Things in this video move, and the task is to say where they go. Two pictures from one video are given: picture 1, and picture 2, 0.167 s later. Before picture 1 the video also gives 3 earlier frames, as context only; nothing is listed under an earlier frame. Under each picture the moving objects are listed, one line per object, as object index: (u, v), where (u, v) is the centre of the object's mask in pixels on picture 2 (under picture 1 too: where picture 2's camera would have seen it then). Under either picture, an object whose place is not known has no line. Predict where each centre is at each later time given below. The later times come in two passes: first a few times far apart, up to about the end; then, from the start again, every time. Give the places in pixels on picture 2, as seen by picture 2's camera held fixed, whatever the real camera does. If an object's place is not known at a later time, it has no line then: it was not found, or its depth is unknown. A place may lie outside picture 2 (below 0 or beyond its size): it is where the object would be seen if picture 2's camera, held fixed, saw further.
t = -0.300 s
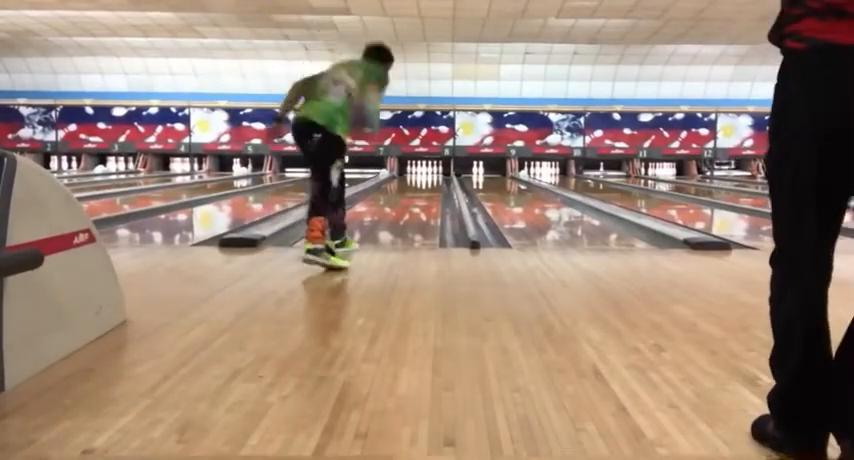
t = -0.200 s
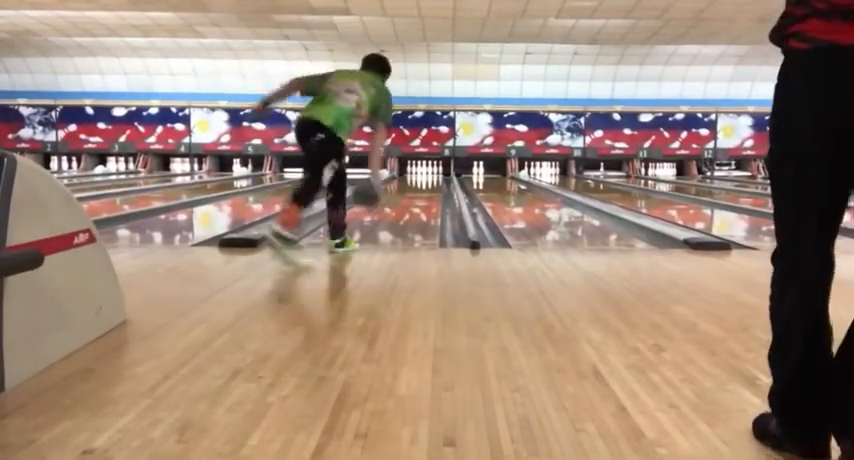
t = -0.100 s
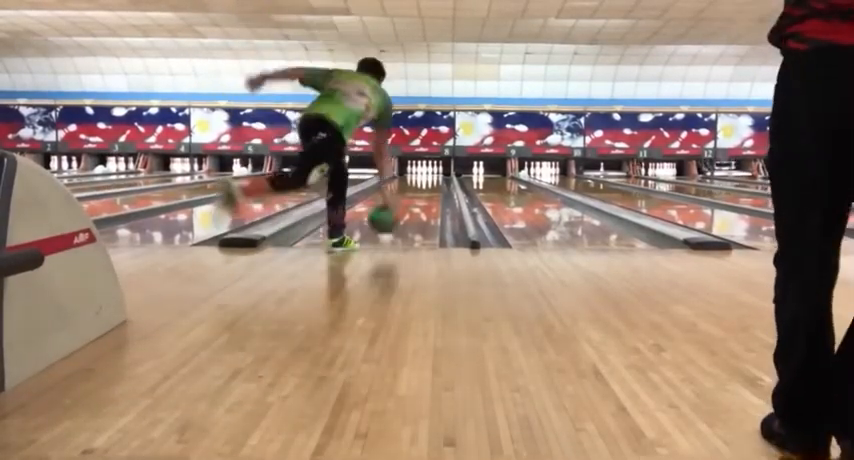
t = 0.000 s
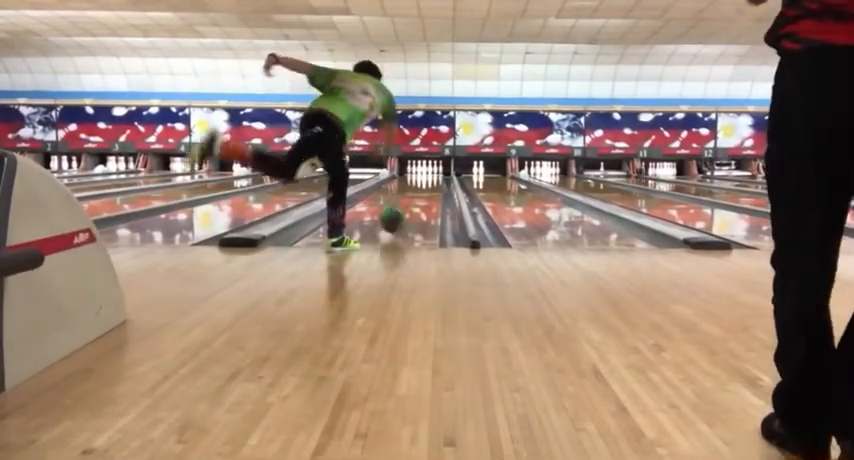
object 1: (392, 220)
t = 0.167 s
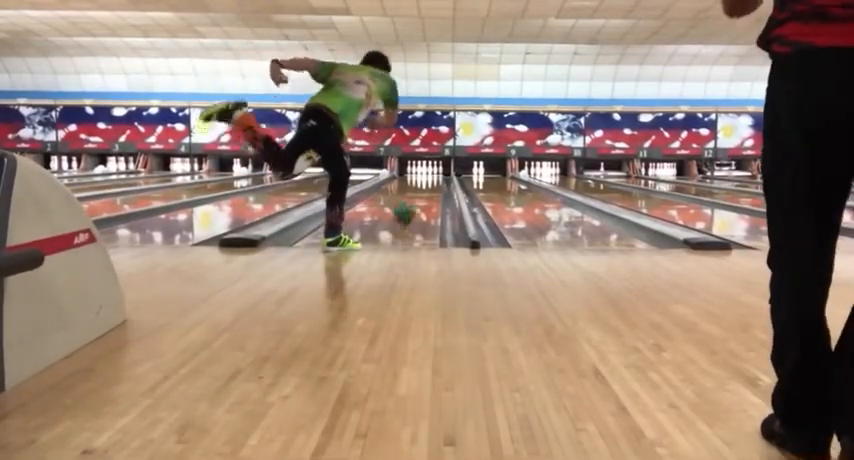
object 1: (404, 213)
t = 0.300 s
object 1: (411, 207)
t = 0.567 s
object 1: (423, 197)
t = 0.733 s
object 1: (426, 192)
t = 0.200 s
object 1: (406, 212)
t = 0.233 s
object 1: (408, 210)
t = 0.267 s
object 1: (409, 208)
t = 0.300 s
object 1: (411, 207)
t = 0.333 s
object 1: (413, 206)
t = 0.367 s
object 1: (415, 203)
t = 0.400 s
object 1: (417, 200)
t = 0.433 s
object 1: (418, 199)
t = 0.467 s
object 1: (418, 197)
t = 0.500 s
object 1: (419, 197)
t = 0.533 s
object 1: (420, 197)
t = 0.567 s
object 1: (423, 197)
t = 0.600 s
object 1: (424, 195)
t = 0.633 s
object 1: (424, 194)
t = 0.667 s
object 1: (424, 193)
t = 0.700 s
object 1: (425, 192)
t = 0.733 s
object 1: (426, 192)
